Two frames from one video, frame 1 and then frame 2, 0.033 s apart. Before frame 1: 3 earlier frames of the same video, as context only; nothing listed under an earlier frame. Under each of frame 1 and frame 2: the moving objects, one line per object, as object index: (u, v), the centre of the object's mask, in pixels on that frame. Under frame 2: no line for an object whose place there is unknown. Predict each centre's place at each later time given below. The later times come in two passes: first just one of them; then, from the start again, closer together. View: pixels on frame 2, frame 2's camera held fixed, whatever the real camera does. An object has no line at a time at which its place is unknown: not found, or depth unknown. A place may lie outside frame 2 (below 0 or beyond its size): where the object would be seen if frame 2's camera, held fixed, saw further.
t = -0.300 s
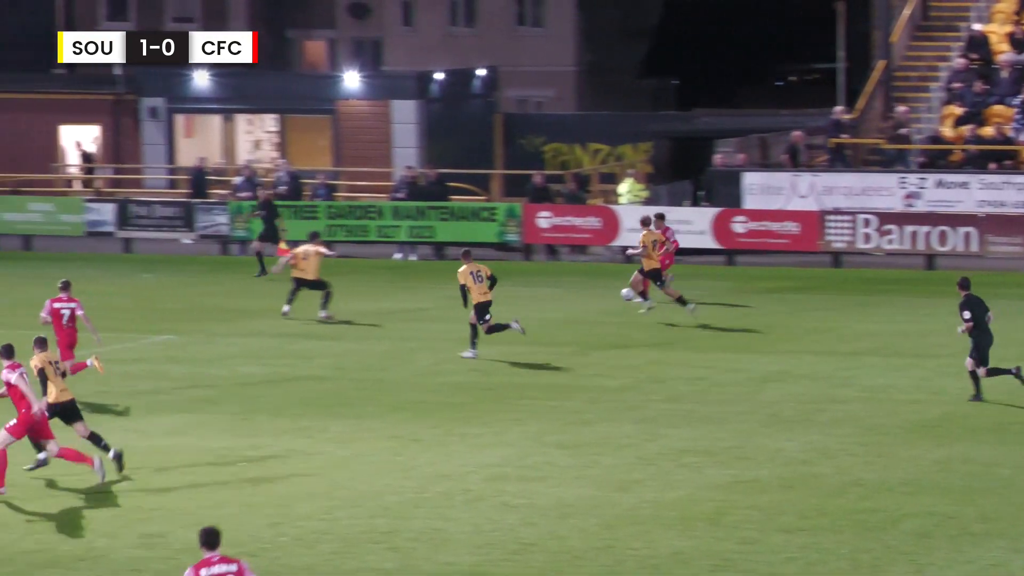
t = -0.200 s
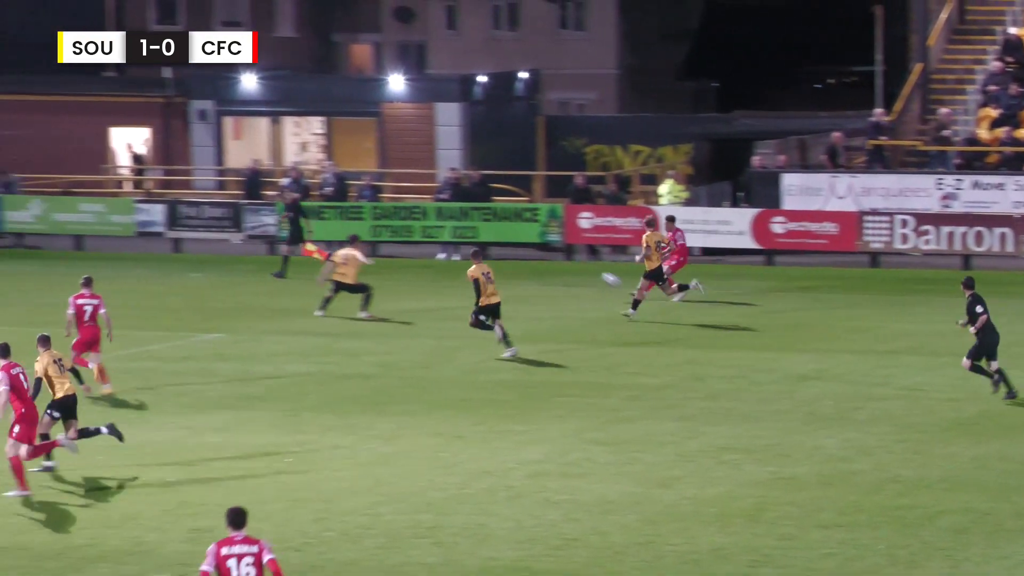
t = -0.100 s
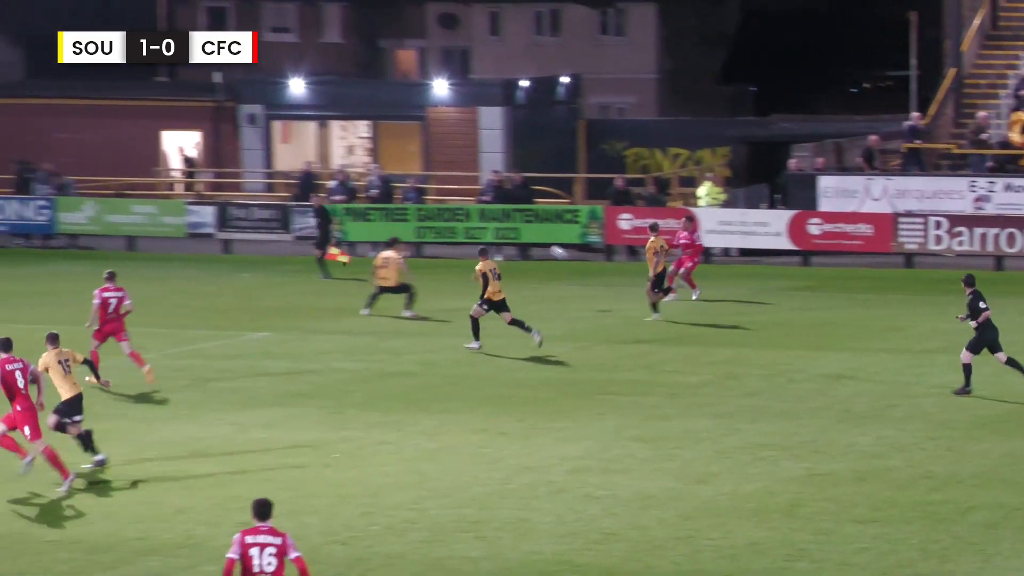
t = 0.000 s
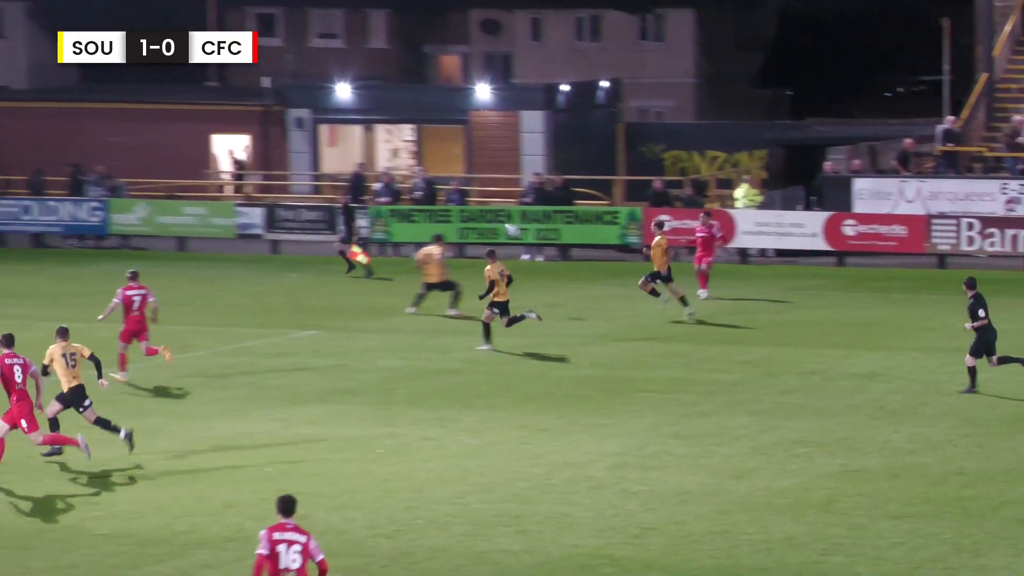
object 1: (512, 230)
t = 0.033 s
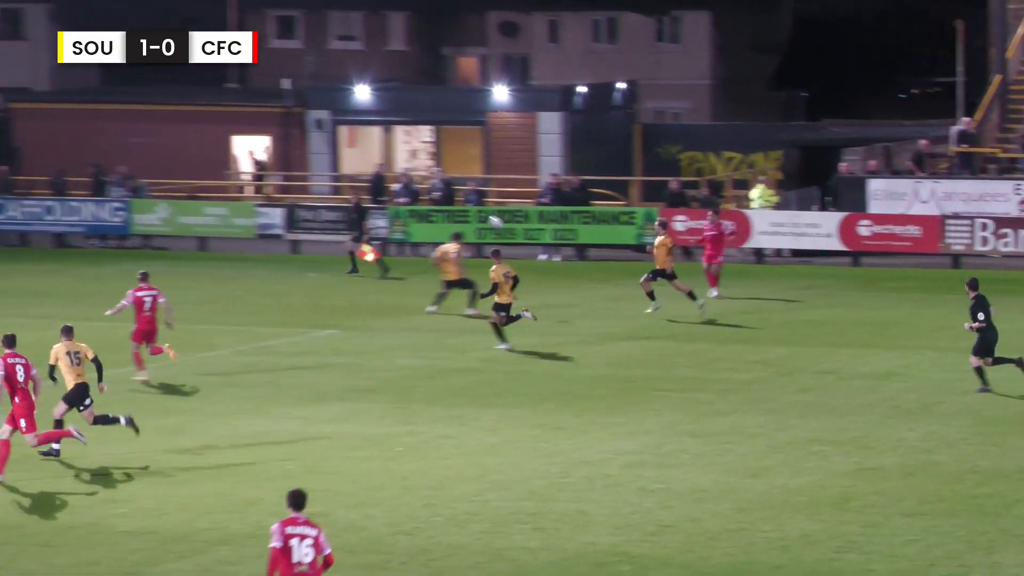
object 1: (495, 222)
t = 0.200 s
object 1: (362, 195)
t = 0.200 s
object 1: (362, 195)
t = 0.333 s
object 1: (249, 178)
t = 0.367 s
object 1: (232, 175)
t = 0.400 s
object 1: (199, 171)
